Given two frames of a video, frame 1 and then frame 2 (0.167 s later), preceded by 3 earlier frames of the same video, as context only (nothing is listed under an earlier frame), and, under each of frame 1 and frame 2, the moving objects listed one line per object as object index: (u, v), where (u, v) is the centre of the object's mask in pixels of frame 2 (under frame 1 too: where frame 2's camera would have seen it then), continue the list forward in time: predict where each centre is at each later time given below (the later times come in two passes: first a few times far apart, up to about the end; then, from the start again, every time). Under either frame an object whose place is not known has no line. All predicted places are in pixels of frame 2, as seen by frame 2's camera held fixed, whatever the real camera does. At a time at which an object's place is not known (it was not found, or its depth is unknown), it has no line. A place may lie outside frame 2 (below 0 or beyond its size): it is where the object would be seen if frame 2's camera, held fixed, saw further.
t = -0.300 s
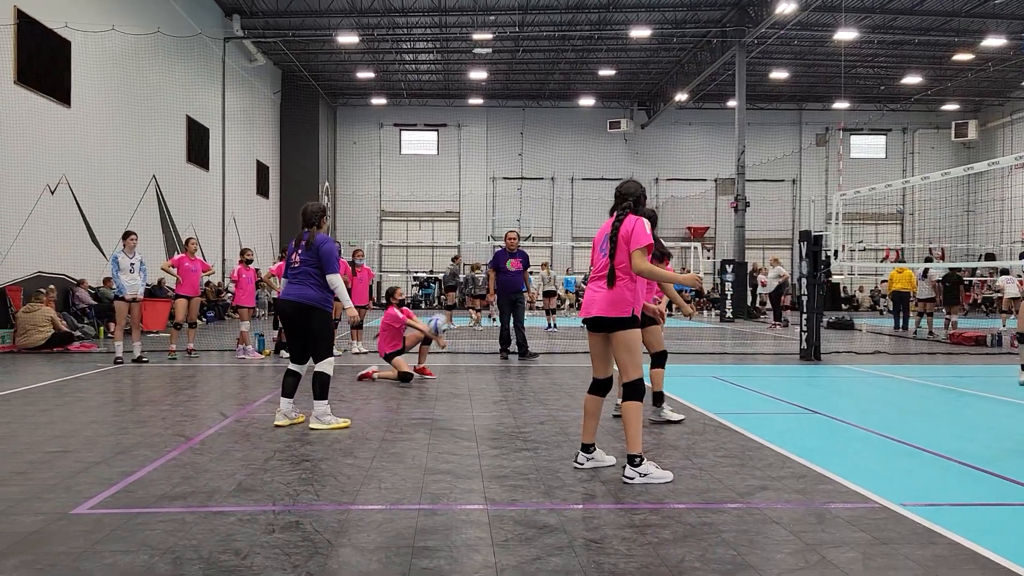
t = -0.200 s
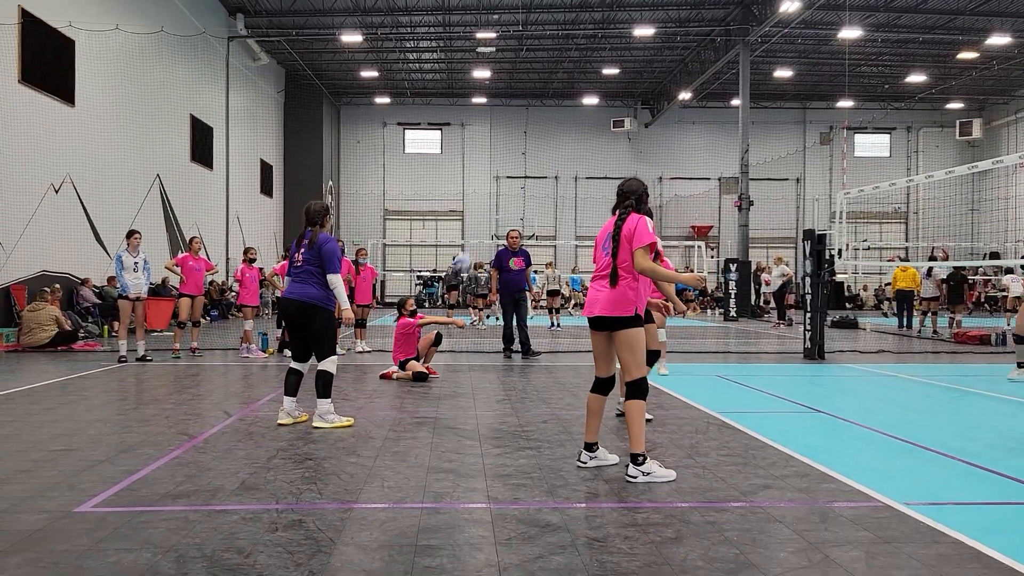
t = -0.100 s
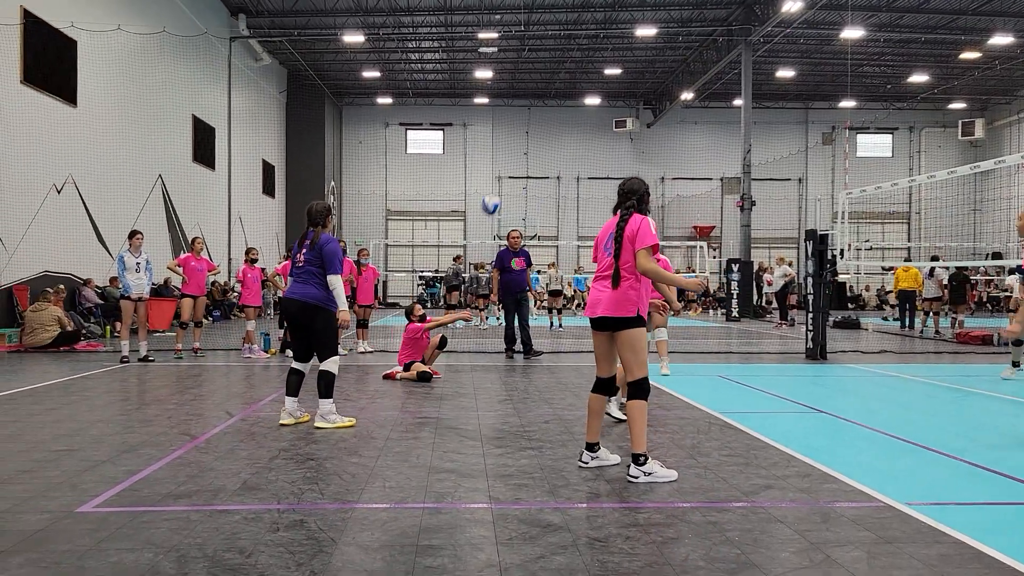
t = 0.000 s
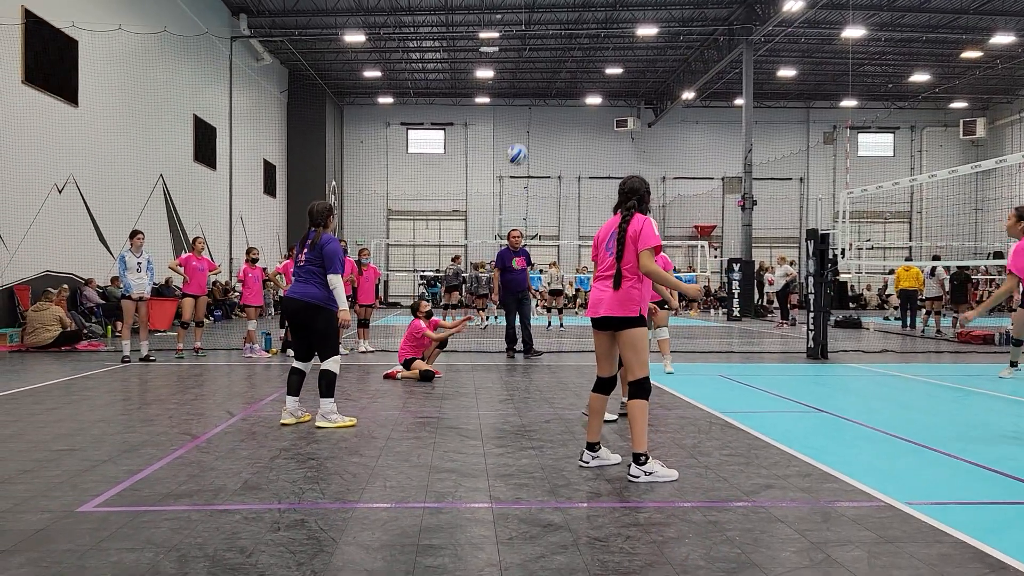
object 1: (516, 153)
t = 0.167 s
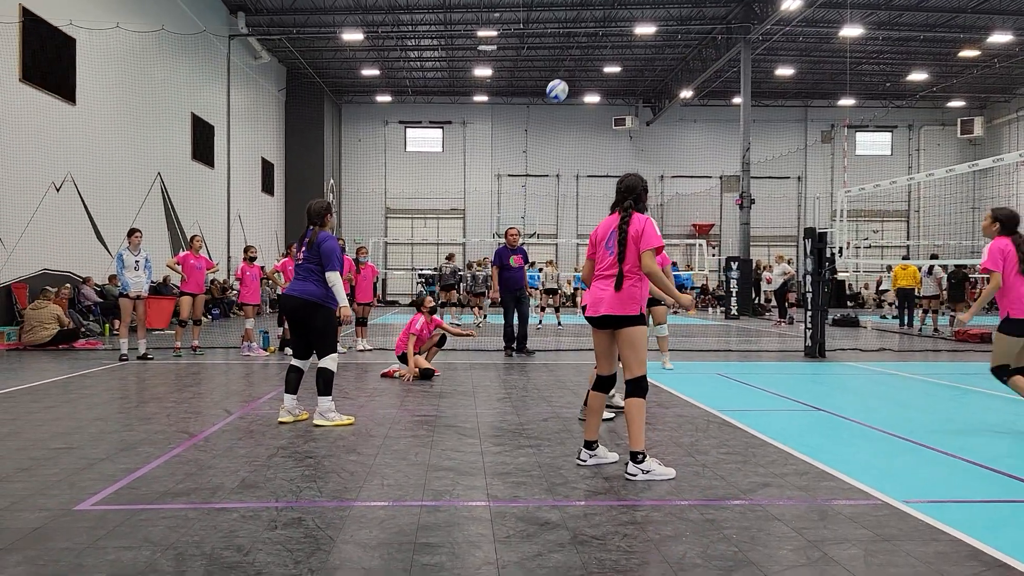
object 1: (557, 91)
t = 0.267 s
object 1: (582, 65)
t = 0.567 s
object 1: (660, 46)
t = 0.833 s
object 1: (732, 108)
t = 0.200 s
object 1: (565, 81)
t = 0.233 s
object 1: (574, 72)
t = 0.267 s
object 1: (582, 65)
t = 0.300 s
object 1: (591, 58)
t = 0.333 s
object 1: (599, 52)
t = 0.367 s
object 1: (608, 48)
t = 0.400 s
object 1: (616, 45)
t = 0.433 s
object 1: (625, 43)
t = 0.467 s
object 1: (633, 42)
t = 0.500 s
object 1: (642, 42)
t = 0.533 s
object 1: (651, 43)
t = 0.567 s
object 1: (660, 46)
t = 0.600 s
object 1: (669, 49)
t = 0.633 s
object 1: (678, 54)
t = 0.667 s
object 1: (687, 60)
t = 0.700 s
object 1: (696, 67)
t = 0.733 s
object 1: (705, 76)
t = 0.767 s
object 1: (714, 85)
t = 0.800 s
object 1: (723, 96)
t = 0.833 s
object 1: (732, 108)
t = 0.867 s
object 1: (741, 120)
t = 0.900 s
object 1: (751, 134)
